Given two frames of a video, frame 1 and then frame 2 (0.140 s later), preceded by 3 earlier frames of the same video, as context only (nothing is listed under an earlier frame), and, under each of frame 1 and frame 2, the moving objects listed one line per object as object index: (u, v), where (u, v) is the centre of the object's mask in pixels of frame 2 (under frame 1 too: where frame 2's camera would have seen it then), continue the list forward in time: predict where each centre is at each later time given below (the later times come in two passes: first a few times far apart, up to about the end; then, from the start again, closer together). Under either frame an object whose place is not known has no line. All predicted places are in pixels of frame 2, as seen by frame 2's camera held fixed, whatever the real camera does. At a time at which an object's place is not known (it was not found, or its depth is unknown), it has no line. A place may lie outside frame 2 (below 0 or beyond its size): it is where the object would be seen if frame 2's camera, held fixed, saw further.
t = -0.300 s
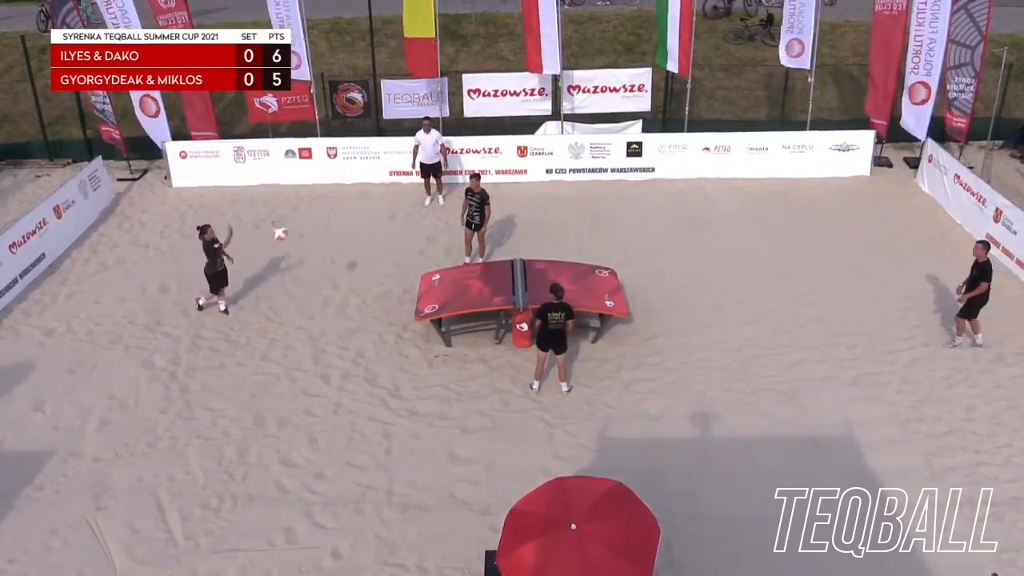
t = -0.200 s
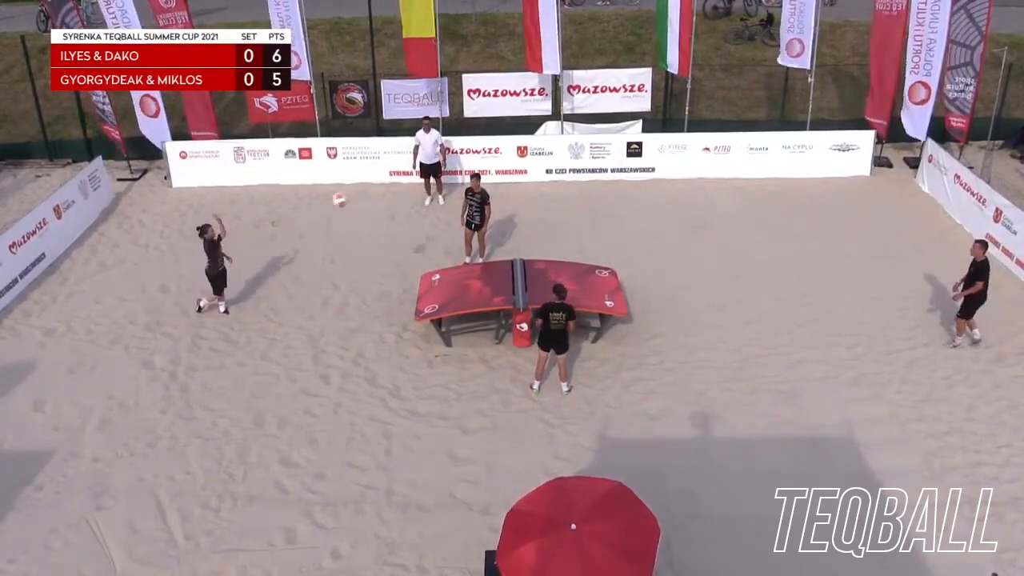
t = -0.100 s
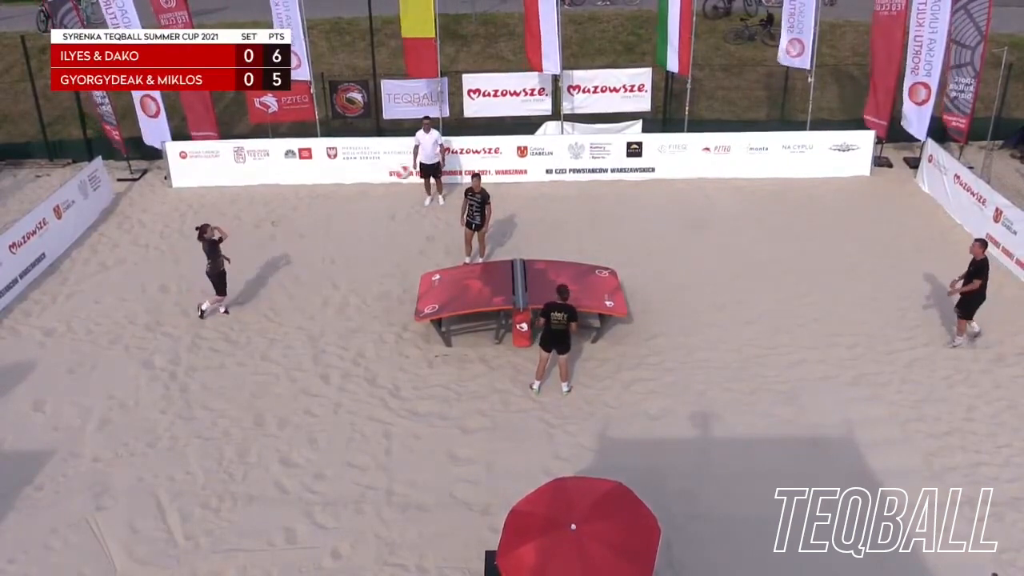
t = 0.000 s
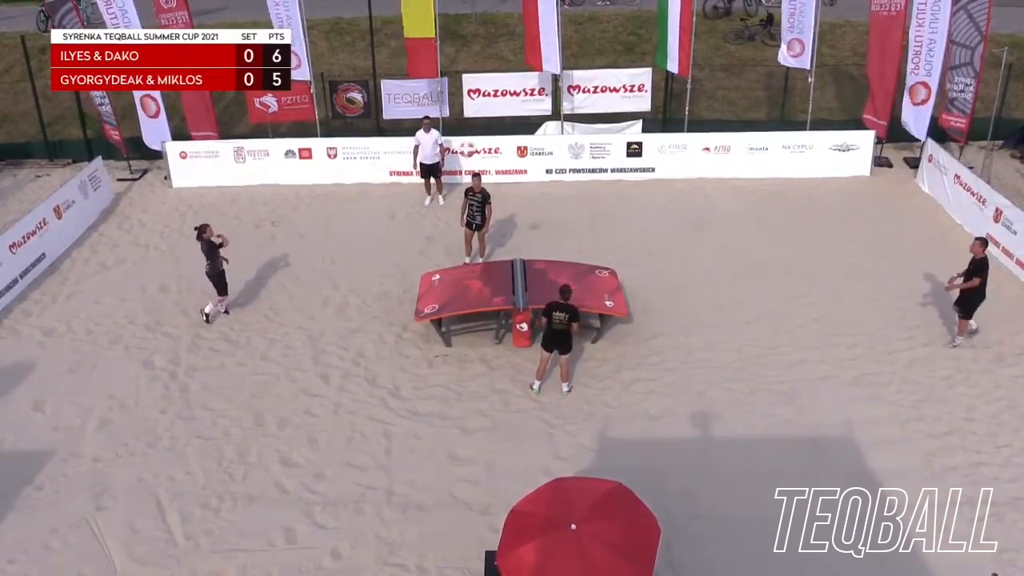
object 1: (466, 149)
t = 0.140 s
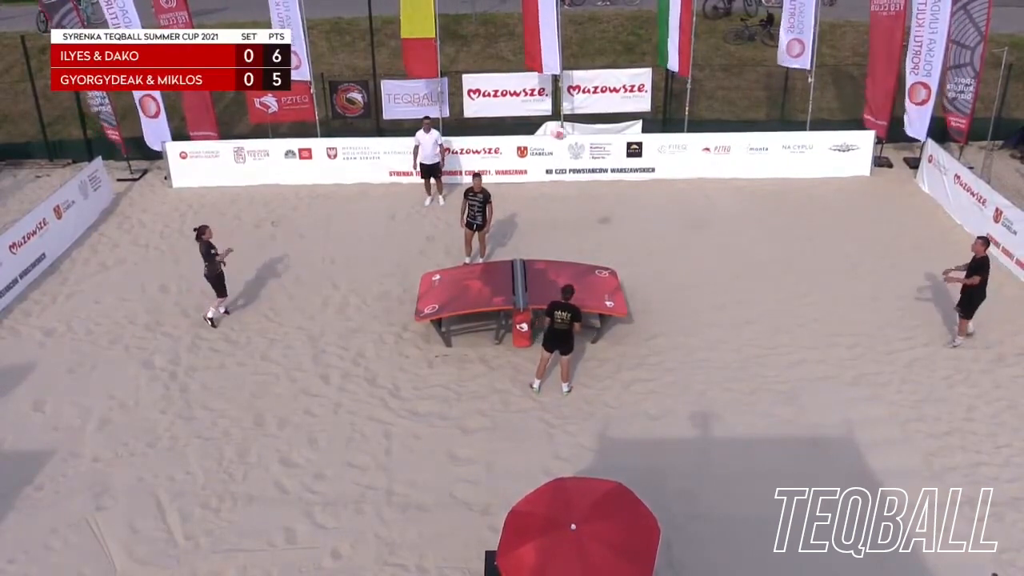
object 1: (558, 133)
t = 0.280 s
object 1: (651, 127)
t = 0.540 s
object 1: (815, 158)
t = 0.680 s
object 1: (895, 193)
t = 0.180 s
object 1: (586, 129)
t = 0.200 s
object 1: (598, 128)
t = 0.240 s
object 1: (625, 127)
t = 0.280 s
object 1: (651, 127)
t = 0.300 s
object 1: (665, 127)
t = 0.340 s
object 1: (691, 129)
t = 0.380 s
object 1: (716, 133)
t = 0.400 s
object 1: (729, 135)
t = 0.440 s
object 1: (753, 140)
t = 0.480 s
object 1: (778, 146)
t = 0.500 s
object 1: (791, 149)
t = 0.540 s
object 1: (815, 158)
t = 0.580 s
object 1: (838, 167)
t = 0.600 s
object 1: (850, 171)
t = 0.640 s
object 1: (872, 182)
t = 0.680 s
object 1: (895, 193)
